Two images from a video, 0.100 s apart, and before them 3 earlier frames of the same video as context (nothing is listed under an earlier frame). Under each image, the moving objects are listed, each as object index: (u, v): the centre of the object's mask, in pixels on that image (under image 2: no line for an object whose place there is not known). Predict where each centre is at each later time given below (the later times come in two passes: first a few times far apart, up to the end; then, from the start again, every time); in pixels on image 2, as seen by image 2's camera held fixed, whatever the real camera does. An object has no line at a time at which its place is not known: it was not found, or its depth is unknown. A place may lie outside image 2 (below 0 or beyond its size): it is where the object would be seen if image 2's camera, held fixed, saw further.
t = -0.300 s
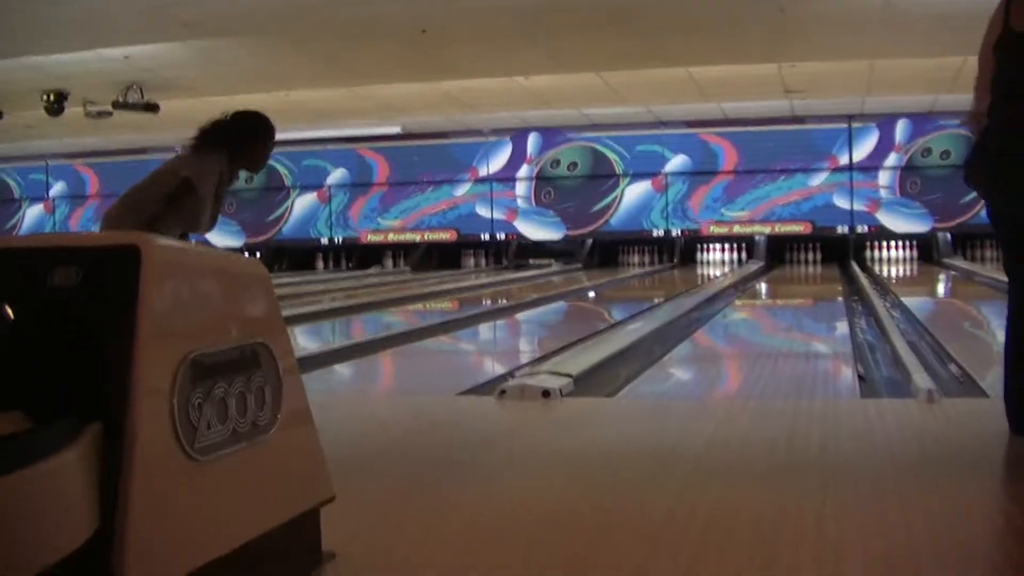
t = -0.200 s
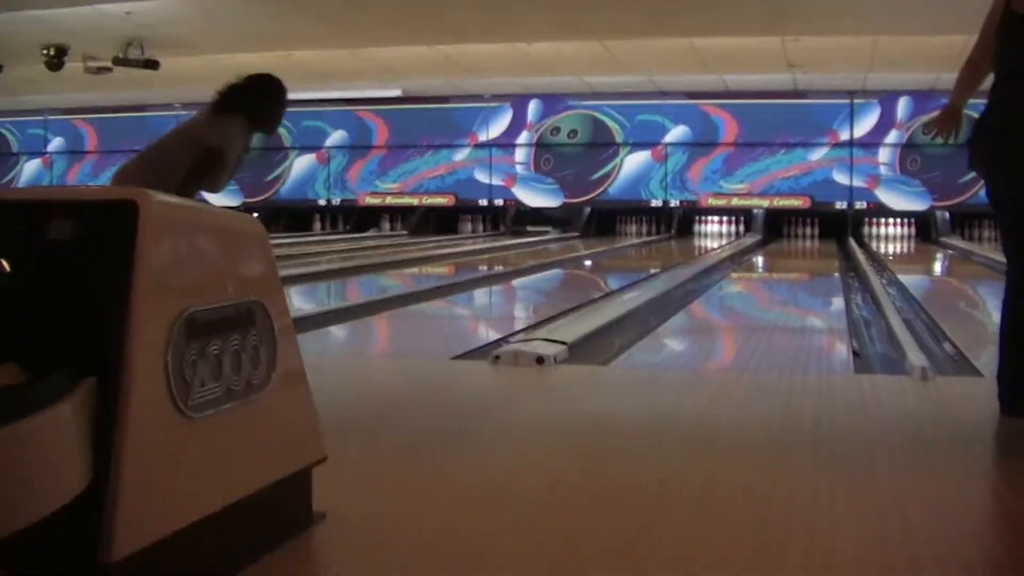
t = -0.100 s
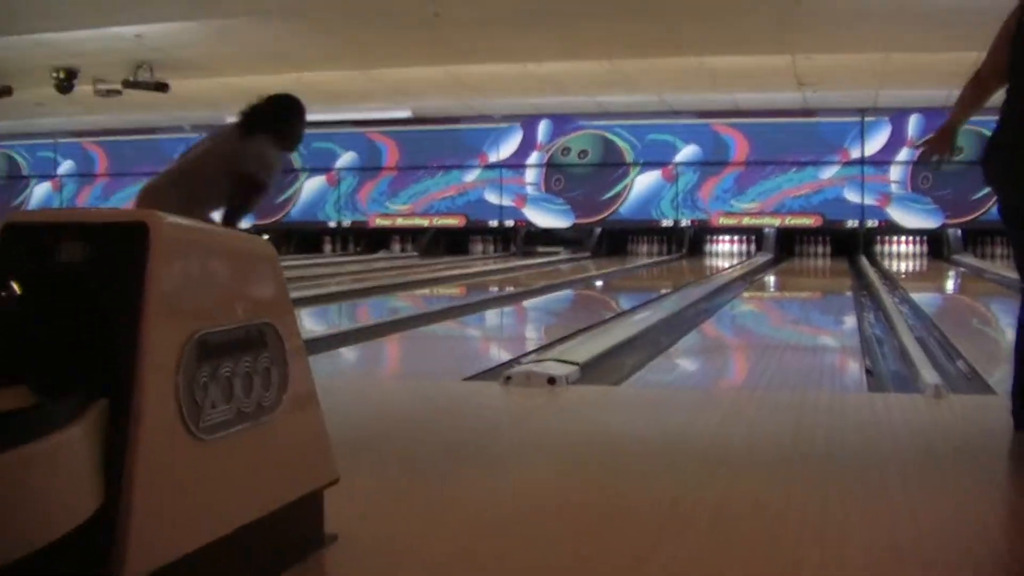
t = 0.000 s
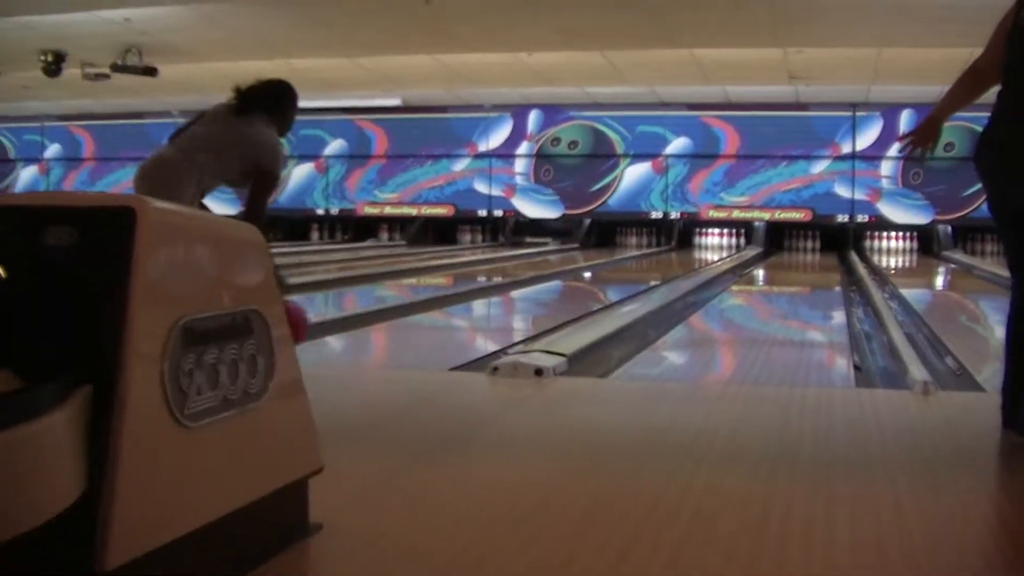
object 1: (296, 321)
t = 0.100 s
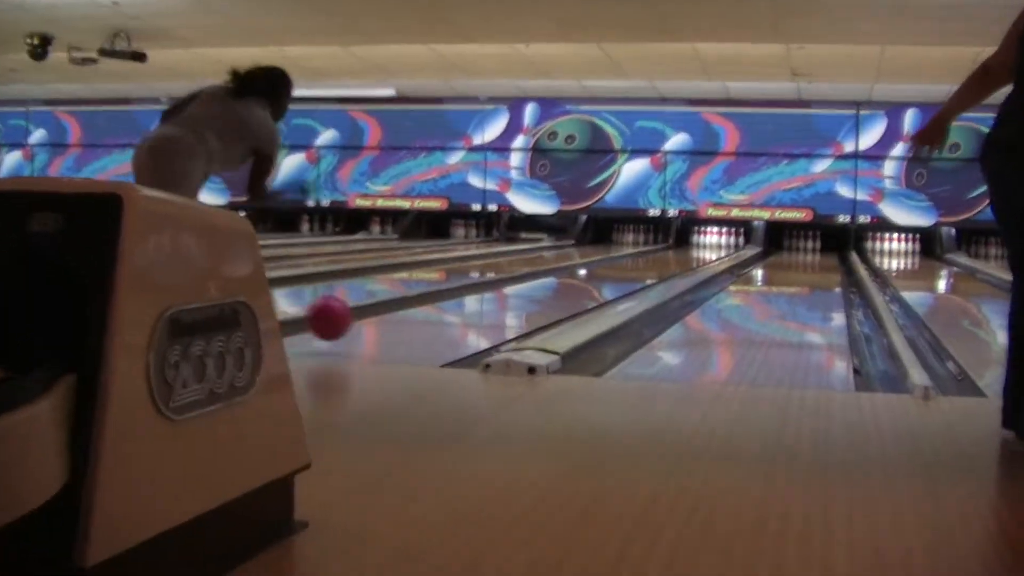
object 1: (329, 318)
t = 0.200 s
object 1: (374, 316)
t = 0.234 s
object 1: (385, 314)
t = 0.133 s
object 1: (345, 323)
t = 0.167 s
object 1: (360, 320)
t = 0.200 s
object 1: (374, 316)
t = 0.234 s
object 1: (385, 314)
